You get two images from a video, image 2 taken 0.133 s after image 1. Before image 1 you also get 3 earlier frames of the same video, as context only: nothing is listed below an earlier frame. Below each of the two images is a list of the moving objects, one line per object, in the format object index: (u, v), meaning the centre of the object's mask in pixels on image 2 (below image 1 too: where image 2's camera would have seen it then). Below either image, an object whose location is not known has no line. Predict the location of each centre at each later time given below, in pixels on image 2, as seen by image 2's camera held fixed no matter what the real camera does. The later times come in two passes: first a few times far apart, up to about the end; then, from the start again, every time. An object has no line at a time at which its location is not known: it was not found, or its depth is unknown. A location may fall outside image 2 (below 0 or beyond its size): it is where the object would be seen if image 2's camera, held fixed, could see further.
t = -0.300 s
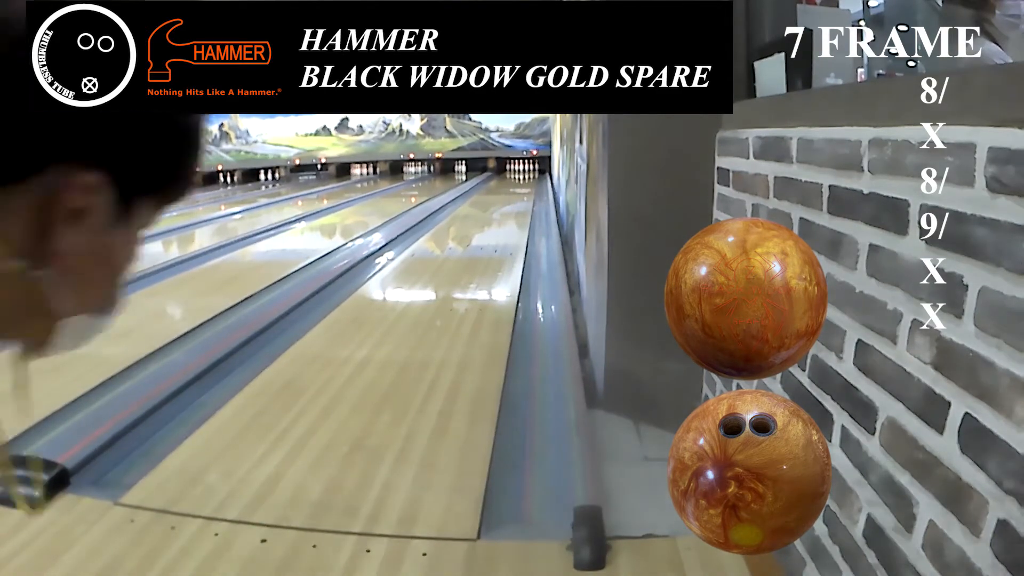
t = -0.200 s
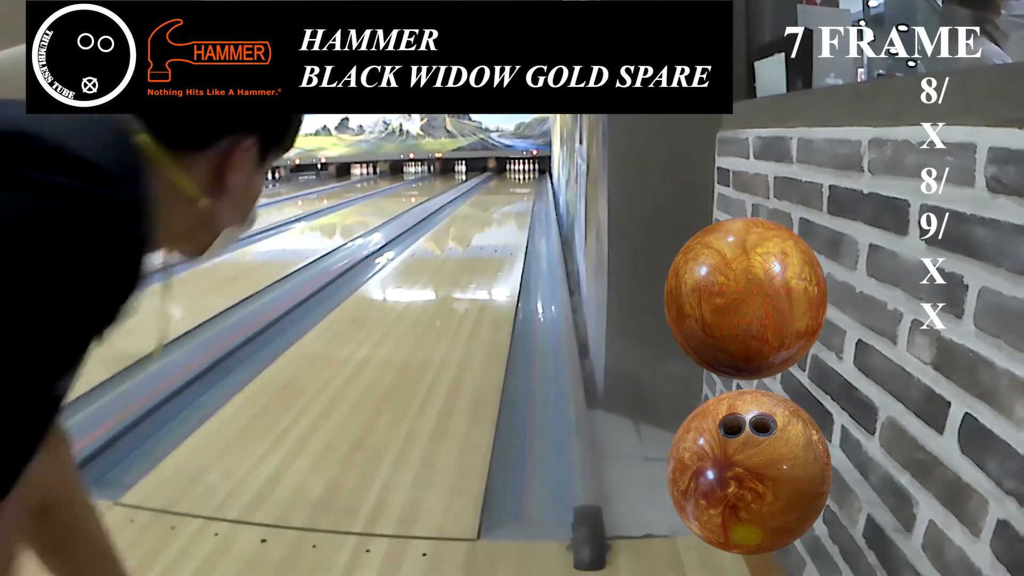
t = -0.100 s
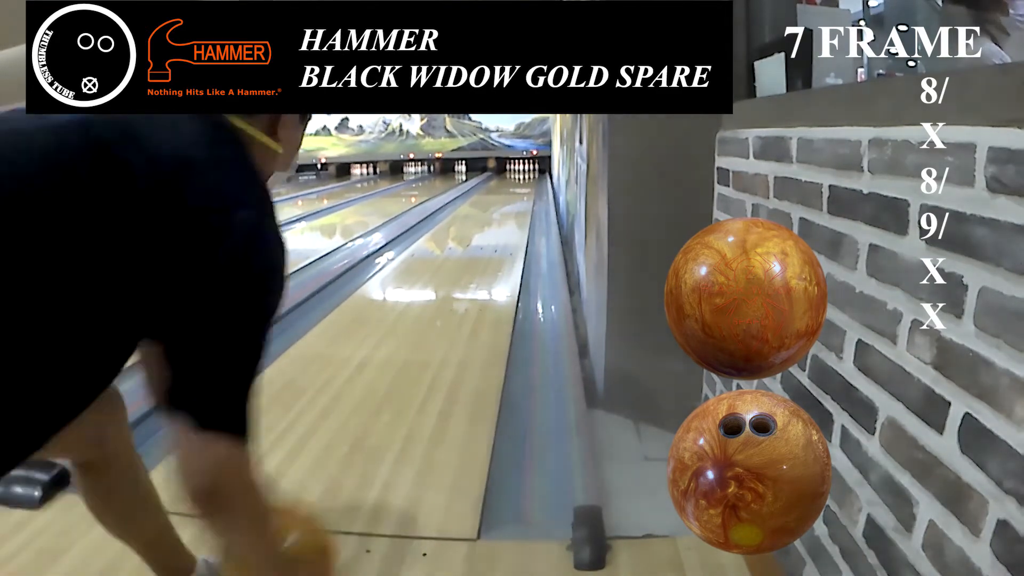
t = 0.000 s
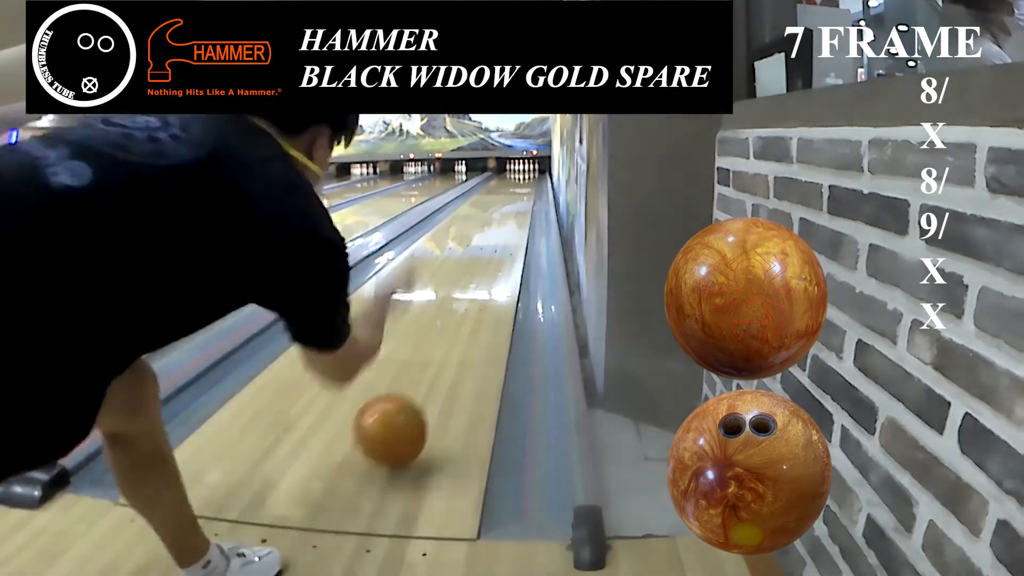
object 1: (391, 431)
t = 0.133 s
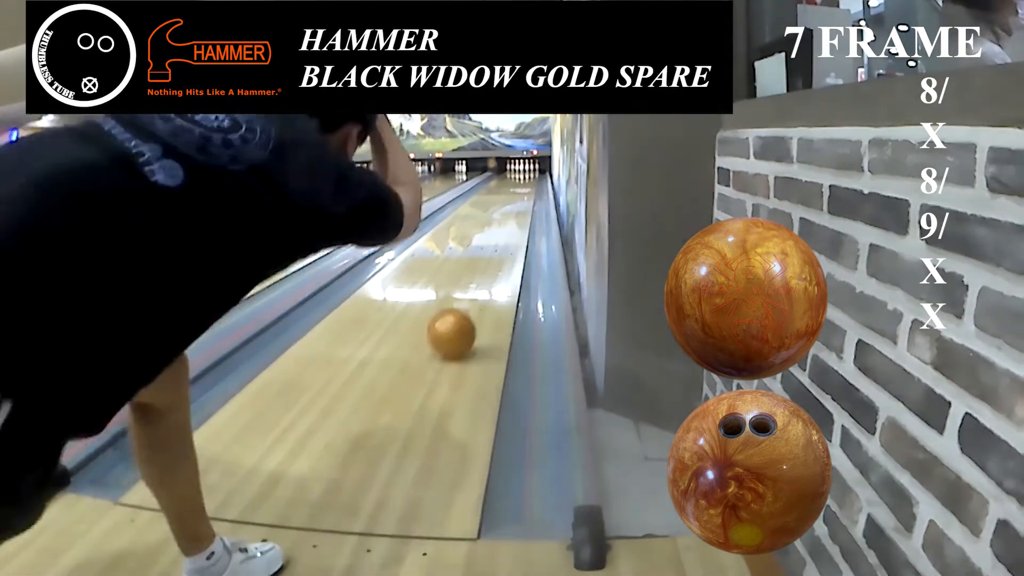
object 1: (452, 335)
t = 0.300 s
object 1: (486, 273)
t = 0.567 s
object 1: (510, 228)
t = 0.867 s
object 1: (522, 205)
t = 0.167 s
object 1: (461, 318)
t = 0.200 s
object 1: (468, 304)
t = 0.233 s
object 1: (475, 292)
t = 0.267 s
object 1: (481, 282)
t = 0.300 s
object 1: (486, 273)
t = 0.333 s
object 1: (490, 265)
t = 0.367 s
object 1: (494, 258)
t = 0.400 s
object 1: (497, 252)
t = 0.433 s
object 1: (500, 246)
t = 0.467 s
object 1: (503, 241)
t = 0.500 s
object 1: (506, 236)
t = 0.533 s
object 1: (508, 232)
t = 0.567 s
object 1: (510, 228)
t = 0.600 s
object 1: (512, 225)
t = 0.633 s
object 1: (514, 222)
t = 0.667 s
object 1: (515, 219)
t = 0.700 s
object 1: (517, 216)
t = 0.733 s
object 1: (518, 214)
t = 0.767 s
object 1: (519, 211)
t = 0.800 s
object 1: (520, 209)
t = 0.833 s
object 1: (521, 207)
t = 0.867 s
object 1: (522, 205)
